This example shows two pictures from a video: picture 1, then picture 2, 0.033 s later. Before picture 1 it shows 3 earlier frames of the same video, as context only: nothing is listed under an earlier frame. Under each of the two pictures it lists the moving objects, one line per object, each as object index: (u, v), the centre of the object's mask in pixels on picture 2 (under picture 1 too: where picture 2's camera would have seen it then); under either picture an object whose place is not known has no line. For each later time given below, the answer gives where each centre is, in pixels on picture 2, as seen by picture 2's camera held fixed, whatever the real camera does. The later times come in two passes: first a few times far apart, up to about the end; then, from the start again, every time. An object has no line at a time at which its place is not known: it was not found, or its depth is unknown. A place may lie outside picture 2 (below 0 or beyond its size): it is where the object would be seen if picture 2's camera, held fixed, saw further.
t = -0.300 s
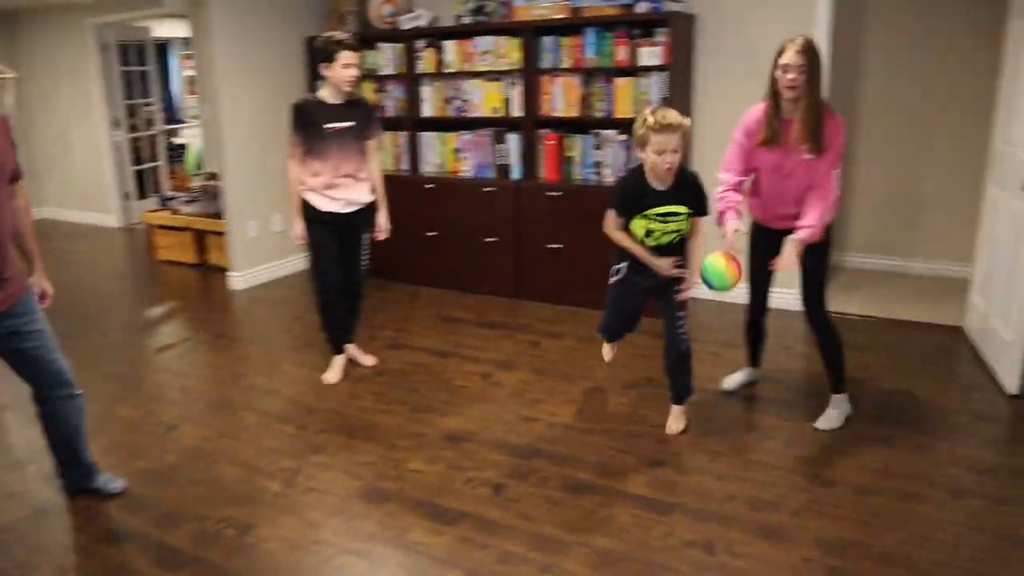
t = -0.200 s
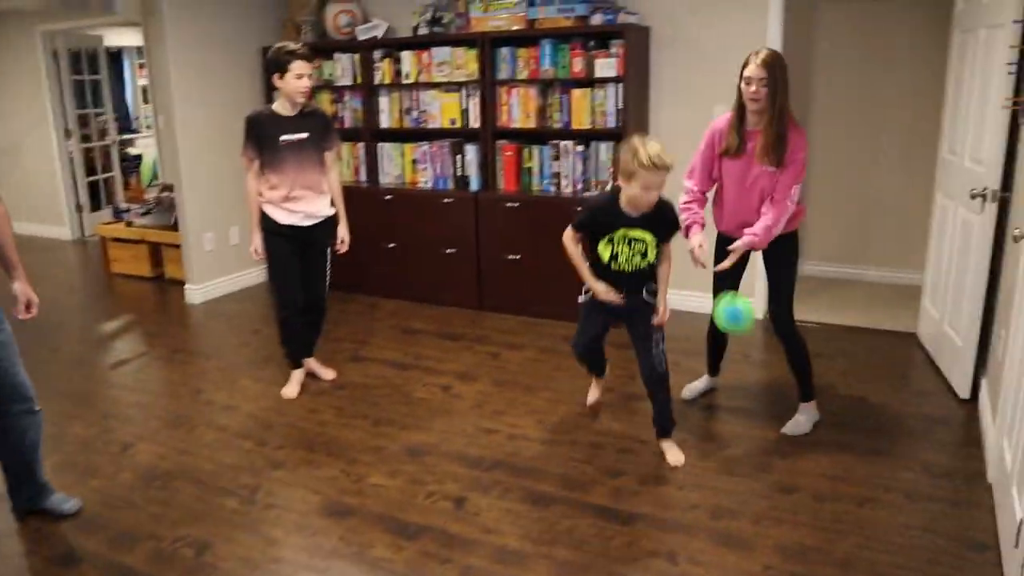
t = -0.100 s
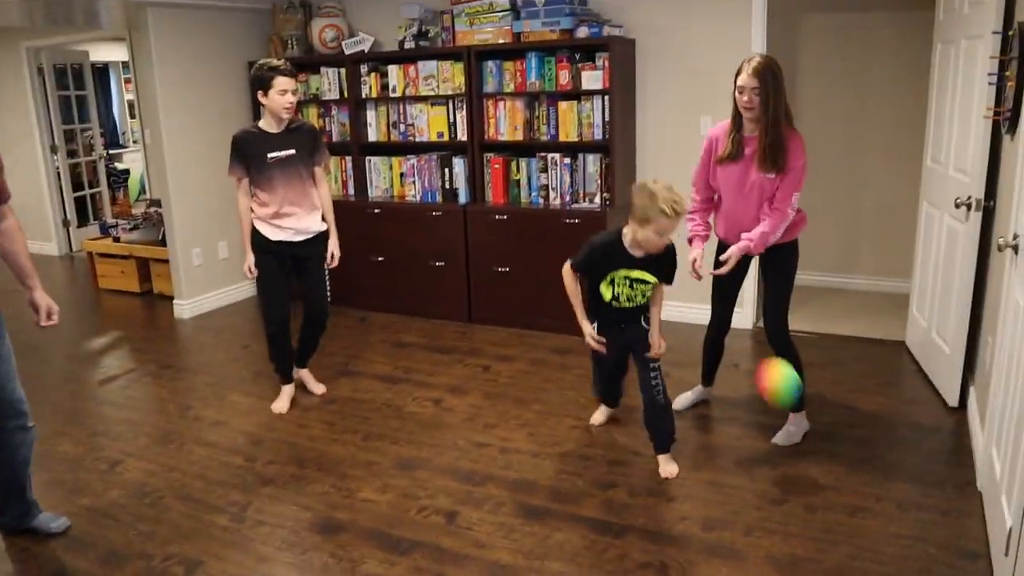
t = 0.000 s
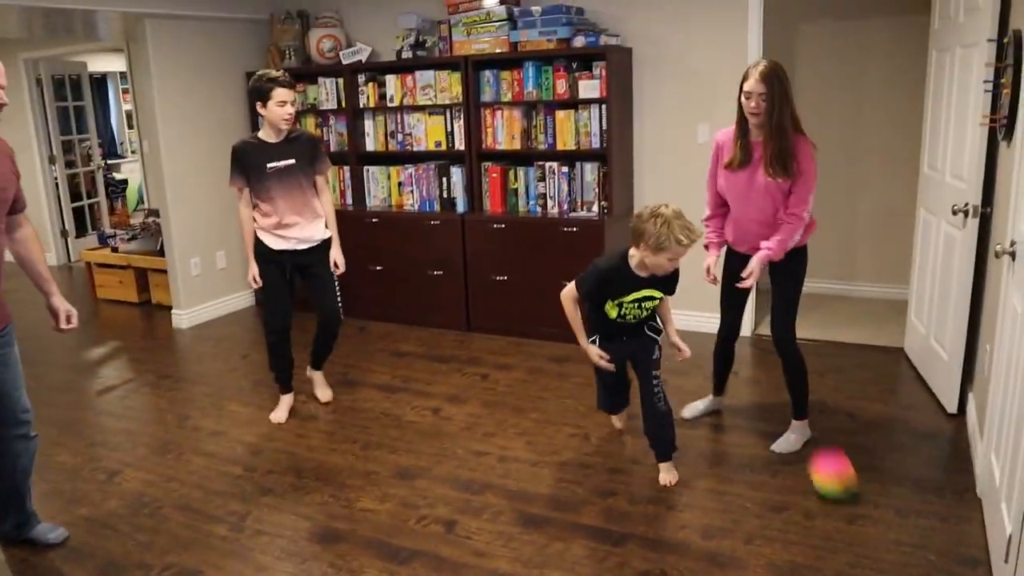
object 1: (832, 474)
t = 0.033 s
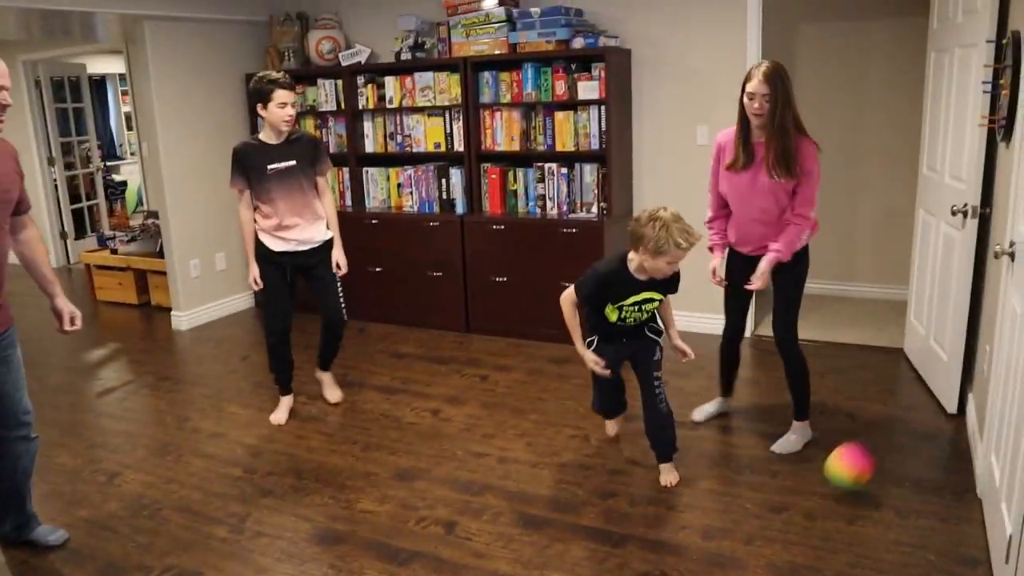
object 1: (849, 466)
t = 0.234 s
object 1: (955, 380)
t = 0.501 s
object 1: (889, 376)
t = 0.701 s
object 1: (806, 469)
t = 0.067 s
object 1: (868, 445)
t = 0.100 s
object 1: (884, 427)
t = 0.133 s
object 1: (901, 411)
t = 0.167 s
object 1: (918, 399)
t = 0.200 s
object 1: (937, 389)
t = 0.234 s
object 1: (955, 380)
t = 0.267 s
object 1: (972, 377)
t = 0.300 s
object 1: (977, 371)
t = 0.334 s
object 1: (962, 364)
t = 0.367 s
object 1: (948, 360)
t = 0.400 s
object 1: (932, 360)
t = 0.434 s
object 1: (918, 362)
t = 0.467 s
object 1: (903, 368)
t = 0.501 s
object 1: (889, 376)
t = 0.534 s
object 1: (875, 387)
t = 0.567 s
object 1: (860, 399)
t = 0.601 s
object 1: (845, 415)
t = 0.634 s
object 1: (831, 435)
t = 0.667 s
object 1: (816, 456)
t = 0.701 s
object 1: (806, 469)
